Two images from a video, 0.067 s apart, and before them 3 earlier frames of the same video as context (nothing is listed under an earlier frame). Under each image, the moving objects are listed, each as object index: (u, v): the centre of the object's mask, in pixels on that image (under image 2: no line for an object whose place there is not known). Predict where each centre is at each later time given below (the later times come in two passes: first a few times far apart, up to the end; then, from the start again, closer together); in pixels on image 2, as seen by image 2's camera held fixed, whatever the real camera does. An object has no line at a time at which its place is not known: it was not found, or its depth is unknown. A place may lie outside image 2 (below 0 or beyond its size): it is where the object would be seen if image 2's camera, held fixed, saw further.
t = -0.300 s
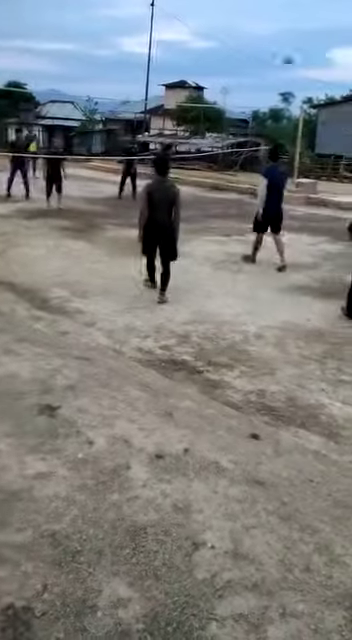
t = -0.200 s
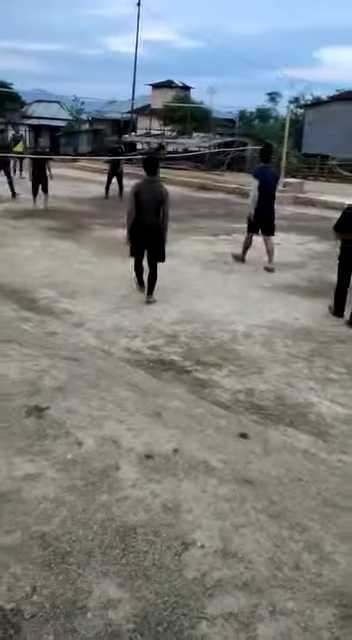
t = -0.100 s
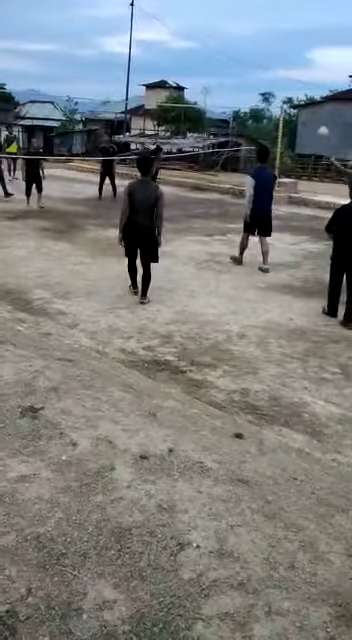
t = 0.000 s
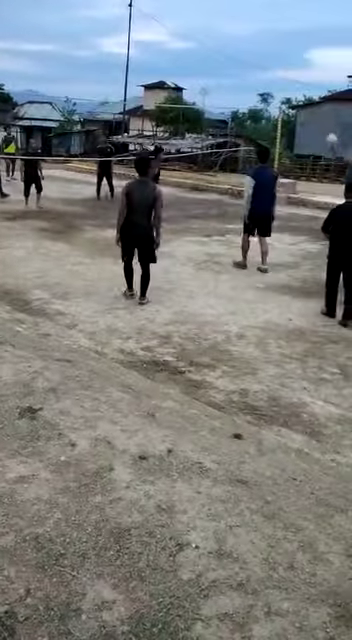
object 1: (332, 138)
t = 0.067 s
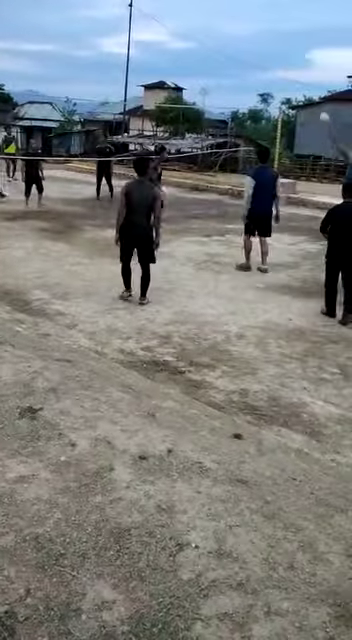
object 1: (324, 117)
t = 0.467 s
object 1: (268, 44)
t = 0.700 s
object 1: (234, 42)
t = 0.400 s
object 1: (278, 51)
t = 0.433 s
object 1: (273, 47)
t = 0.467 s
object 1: (268, 44)
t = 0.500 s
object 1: (263, 41)
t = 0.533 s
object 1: (258, 40)
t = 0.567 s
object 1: (253, 39)
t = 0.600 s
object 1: (248, 39)
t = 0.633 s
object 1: (243, 39)
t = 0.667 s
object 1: (238, 40)
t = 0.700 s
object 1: (234, 42)
